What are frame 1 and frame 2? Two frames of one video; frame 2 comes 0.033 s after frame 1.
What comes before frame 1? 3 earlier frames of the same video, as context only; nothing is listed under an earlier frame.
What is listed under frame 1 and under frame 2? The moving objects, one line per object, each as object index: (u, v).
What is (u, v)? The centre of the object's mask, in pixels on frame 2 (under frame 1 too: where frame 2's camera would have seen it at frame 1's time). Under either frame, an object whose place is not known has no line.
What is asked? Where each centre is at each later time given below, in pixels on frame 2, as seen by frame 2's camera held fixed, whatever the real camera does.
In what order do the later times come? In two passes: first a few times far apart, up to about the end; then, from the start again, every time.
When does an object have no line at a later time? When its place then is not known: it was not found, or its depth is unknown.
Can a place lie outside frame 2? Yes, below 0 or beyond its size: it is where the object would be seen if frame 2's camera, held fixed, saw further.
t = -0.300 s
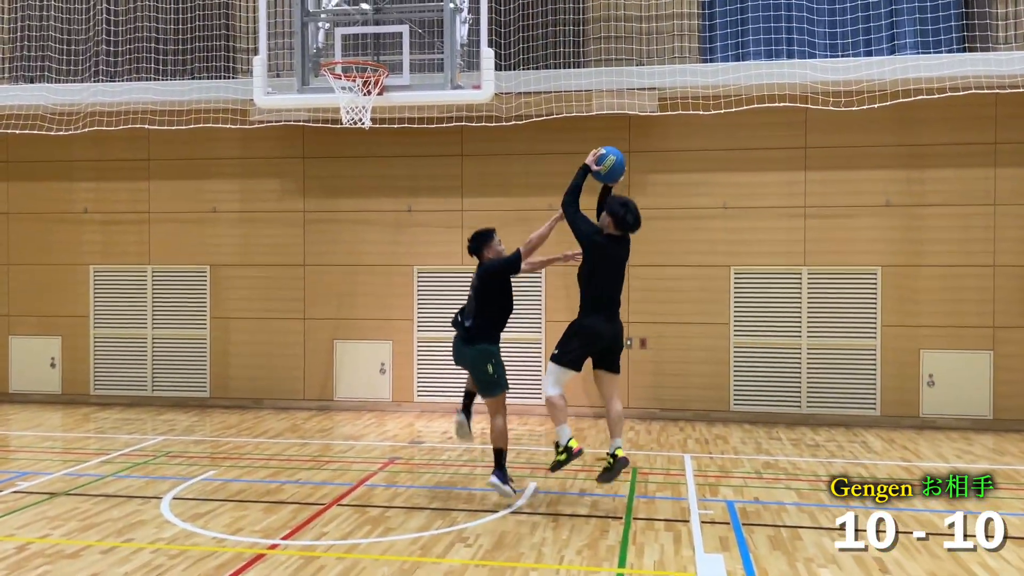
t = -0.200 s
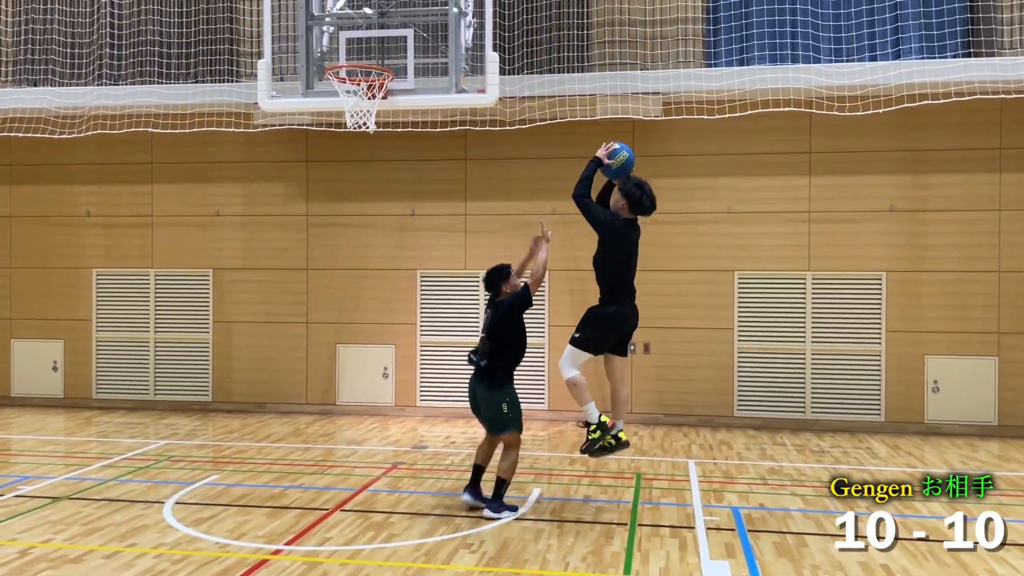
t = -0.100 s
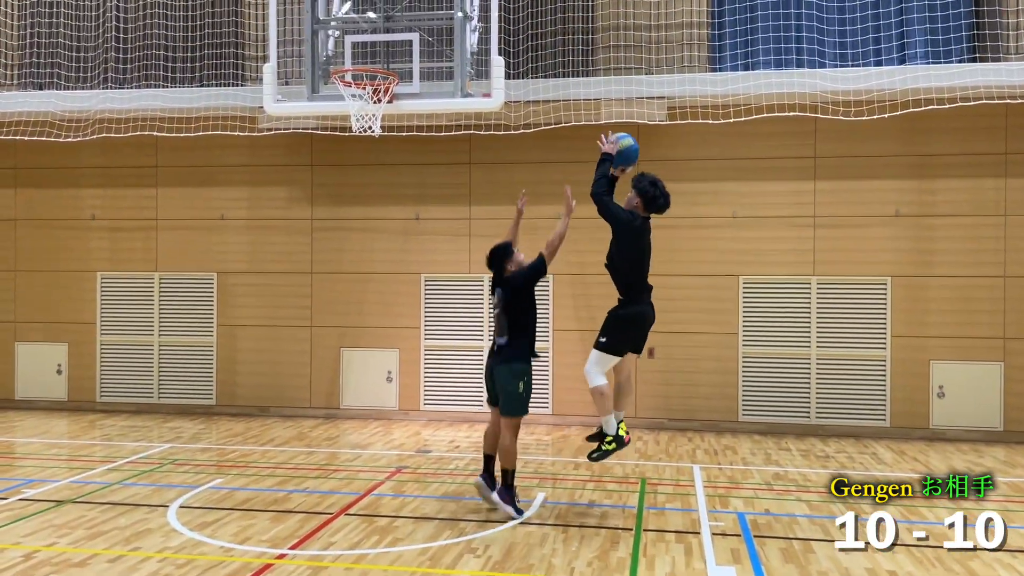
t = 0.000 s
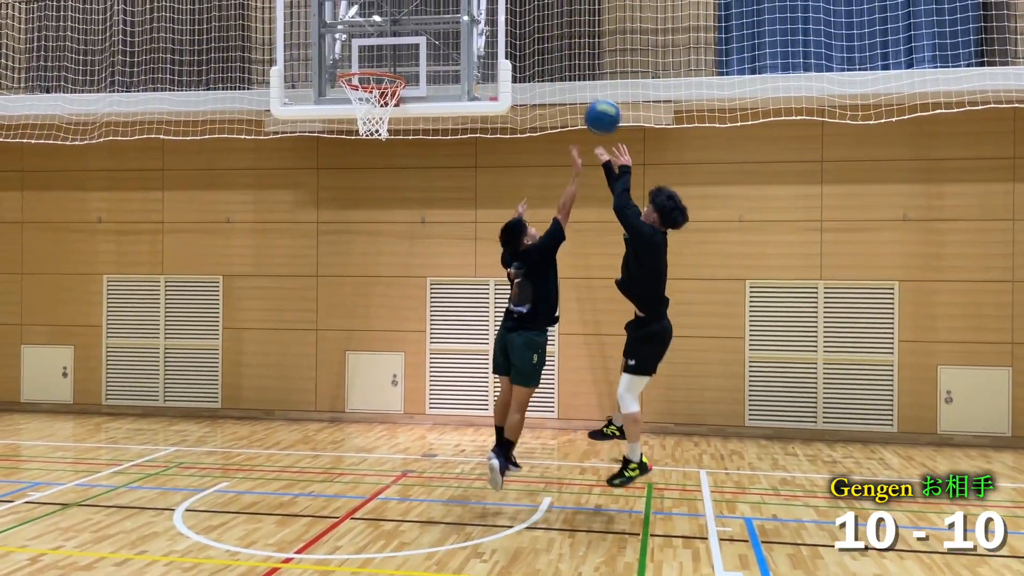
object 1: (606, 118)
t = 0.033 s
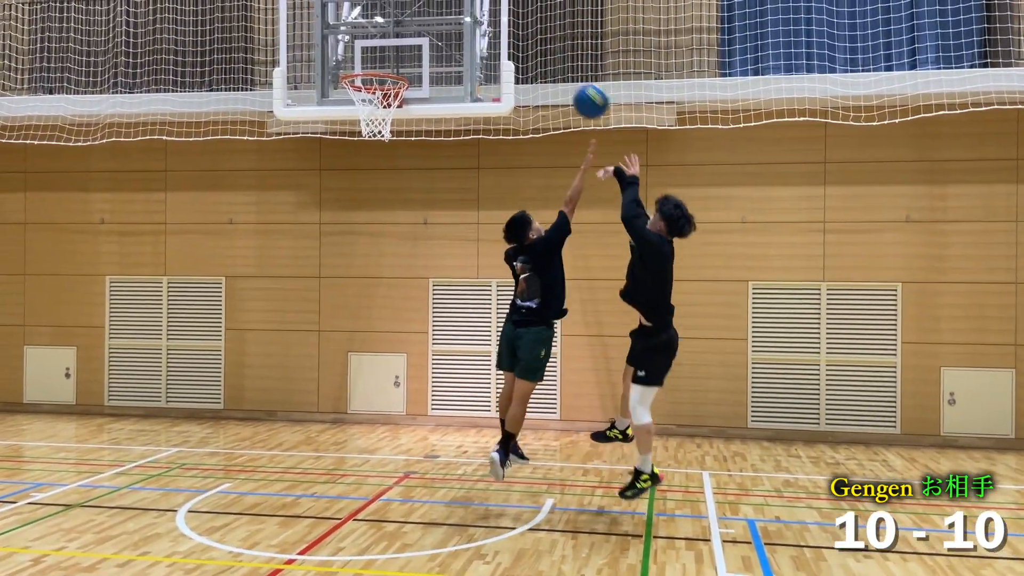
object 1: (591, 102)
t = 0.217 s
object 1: (518, 42)
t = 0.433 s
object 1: (449, 28)
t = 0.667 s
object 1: (390, 49)
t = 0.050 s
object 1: (583, 93)
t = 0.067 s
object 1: (576, 86)
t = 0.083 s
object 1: (570, 80)
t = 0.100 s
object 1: (563, 73)
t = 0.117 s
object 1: (556, 68)
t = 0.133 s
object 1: (550, 62)
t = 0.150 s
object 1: (543, 57)
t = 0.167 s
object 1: (537, 53)
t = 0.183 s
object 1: (530, 49)
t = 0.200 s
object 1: (524, 46)
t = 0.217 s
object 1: (518, 42)
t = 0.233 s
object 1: (511, 39)
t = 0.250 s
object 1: (505, 37)
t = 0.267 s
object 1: (498, 35)
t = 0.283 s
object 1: (493, 33)
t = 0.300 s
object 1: (488, 32)
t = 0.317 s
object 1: (483, 31)
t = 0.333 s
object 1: (477, 29)
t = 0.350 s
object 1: (473, 28)
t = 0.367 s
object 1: (468, 27)
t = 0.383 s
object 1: (463, 27)
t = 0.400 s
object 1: (458, 27)
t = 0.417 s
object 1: (453, 28)
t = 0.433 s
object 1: (449, 28)
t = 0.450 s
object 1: (444, 30)
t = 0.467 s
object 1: (438, 31)
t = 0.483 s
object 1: (432, 34)
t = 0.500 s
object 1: (428, 36)
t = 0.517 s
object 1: (423, 38)
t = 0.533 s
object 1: (419, 41)
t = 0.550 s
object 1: (414, 45)
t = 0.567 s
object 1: (409, 49)
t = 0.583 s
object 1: (404, 54)
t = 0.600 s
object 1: (398, 58)
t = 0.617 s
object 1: (395, 59)
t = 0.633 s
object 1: (394, 56)
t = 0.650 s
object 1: (392, 53)
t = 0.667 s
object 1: (390, 49)
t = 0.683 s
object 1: (388, 46)
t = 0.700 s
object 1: (386, 44)
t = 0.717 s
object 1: (384, 41)
